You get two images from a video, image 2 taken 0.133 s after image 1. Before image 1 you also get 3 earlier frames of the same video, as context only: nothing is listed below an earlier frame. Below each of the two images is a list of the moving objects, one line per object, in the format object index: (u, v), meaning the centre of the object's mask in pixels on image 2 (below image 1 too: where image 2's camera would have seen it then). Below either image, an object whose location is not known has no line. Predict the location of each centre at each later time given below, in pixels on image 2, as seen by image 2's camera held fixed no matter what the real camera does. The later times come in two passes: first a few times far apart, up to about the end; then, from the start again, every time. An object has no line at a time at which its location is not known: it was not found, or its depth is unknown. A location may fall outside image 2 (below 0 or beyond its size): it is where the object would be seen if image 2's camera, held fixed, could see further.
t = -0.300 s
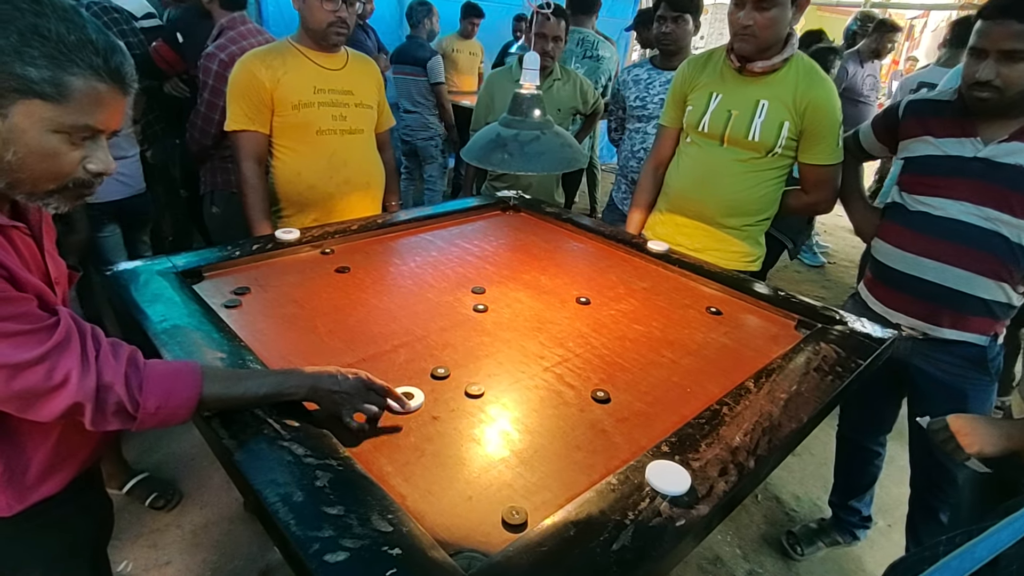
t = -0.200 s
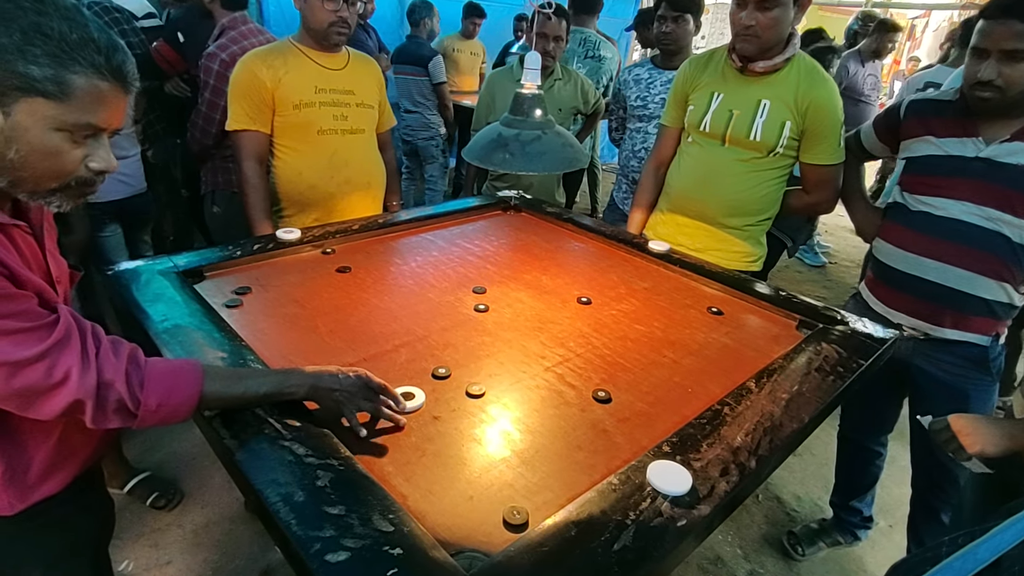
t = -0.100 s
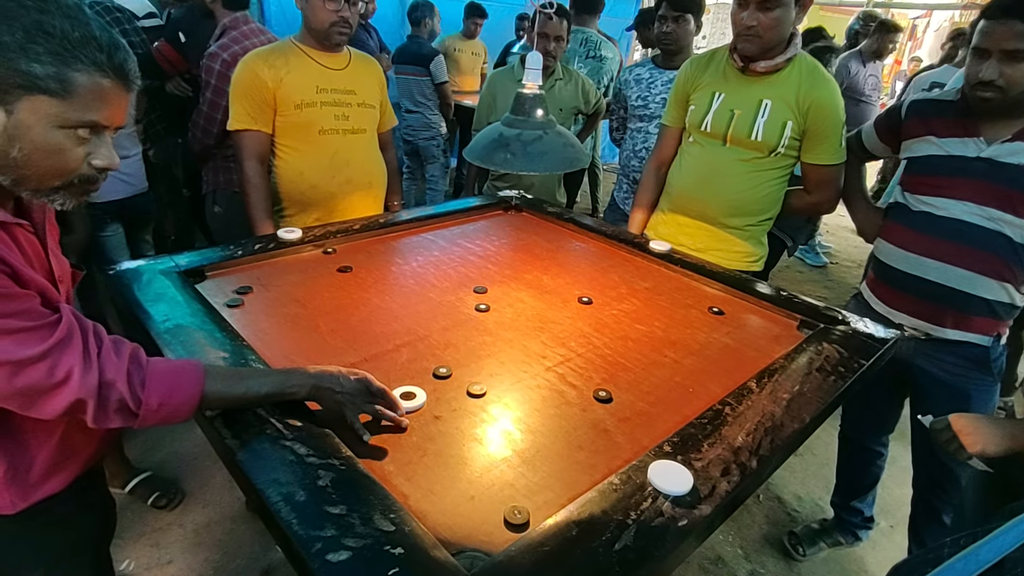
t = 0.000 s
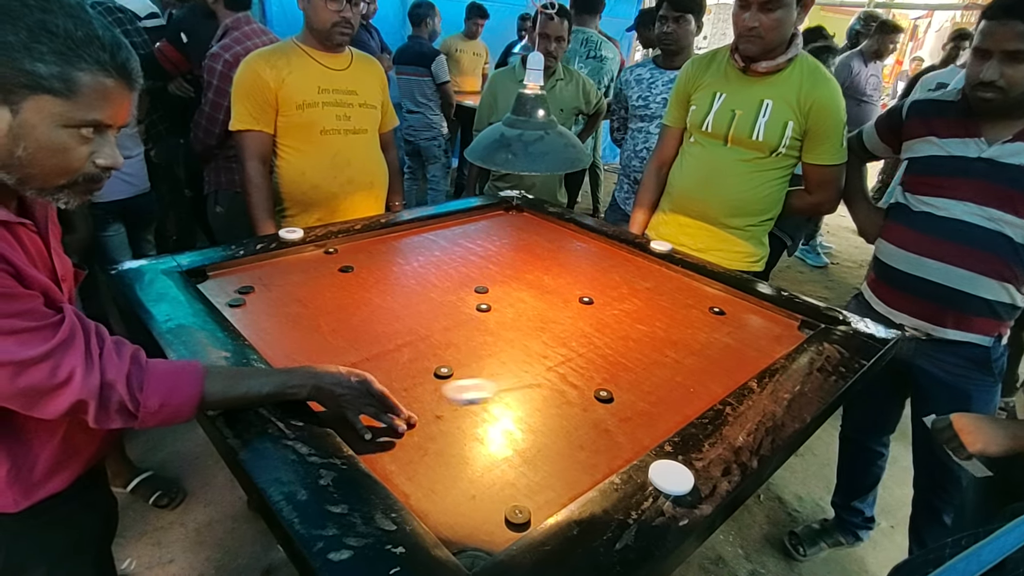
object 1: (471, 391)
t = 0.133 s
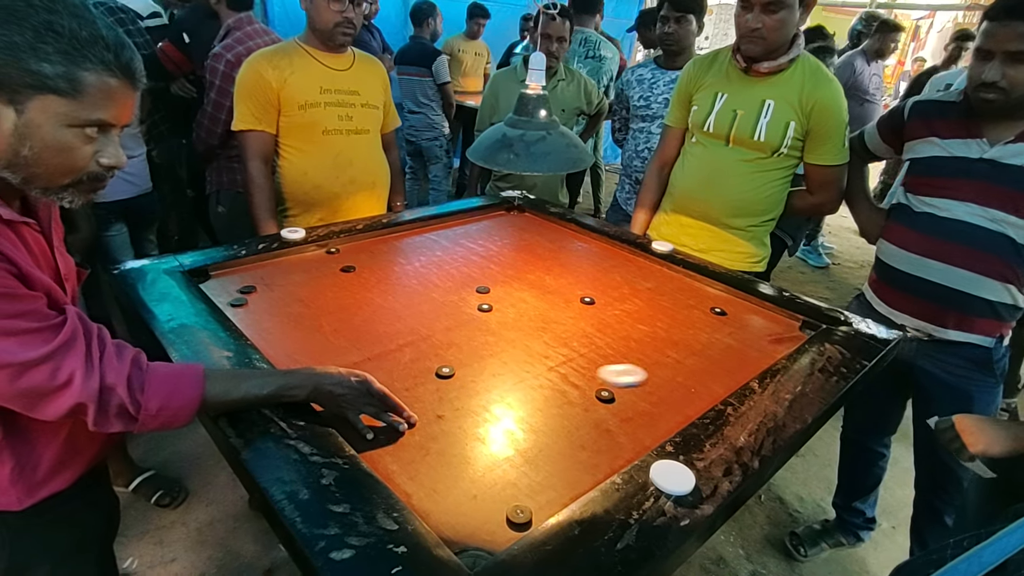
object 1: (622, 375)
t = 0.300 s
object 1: (757, 352)
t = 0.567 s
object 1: (704, 323)
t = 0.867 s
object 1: (642, 342)
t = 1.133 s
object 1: (632, 345)
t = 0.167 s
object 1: (656, 372)
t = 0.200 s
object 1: (688, 369)
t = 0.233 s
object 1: (719, 366)
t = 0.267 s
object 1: (747, 363)
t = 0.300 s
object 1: (757, 352)
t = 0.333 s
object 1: (757, 339)
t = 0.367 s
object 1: (758, 326)
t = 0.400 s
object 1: (758, 315)
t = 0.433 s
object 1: (748, 313)
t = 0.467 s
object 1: (734, 315)
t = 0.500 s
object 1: (724, 318)
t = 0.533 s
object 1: (714, 320)
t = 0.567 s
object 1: (704, 323)
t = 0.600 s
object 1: (695, 325)
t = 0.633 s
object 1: (687, 328)
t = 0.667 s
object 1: (679, 330)
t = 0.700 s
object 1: (671, 332)
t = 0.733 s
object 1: (664, 335)
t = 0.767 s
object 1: (657, 337)
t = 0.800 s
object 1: (651, 338)
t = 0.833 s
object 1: (646, 340)
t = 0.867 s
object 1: (642, 342)
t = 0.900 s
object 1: (638, 343)
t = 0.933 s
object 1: (635, 344)
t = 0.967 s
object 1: (633, 344)
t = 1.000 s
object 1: (632, 345)
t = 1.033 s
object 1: (632, 345)
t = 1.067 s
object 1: (632, 345)
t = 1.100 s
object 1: (632, 345)
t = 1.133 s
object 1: (632, 345)
